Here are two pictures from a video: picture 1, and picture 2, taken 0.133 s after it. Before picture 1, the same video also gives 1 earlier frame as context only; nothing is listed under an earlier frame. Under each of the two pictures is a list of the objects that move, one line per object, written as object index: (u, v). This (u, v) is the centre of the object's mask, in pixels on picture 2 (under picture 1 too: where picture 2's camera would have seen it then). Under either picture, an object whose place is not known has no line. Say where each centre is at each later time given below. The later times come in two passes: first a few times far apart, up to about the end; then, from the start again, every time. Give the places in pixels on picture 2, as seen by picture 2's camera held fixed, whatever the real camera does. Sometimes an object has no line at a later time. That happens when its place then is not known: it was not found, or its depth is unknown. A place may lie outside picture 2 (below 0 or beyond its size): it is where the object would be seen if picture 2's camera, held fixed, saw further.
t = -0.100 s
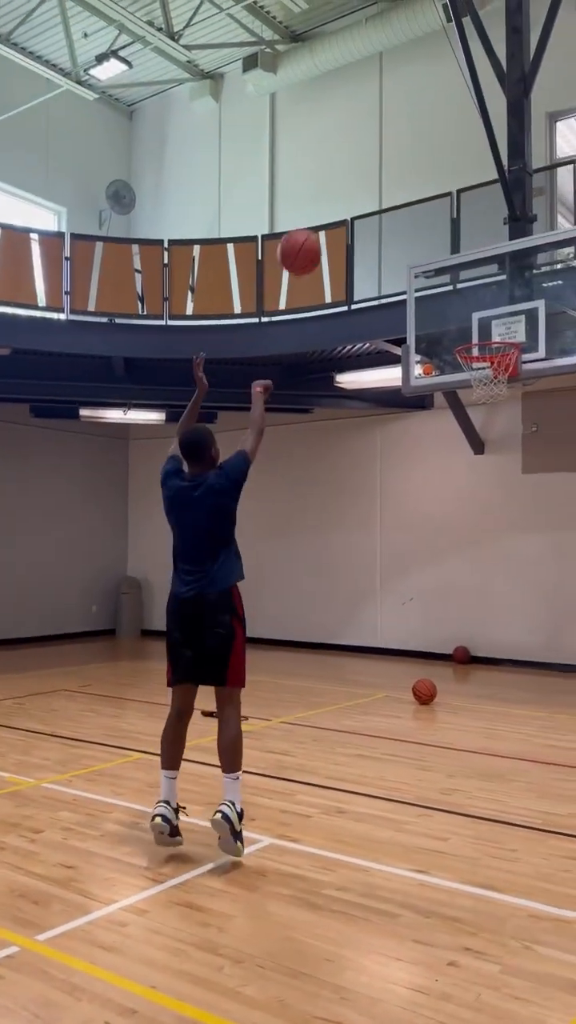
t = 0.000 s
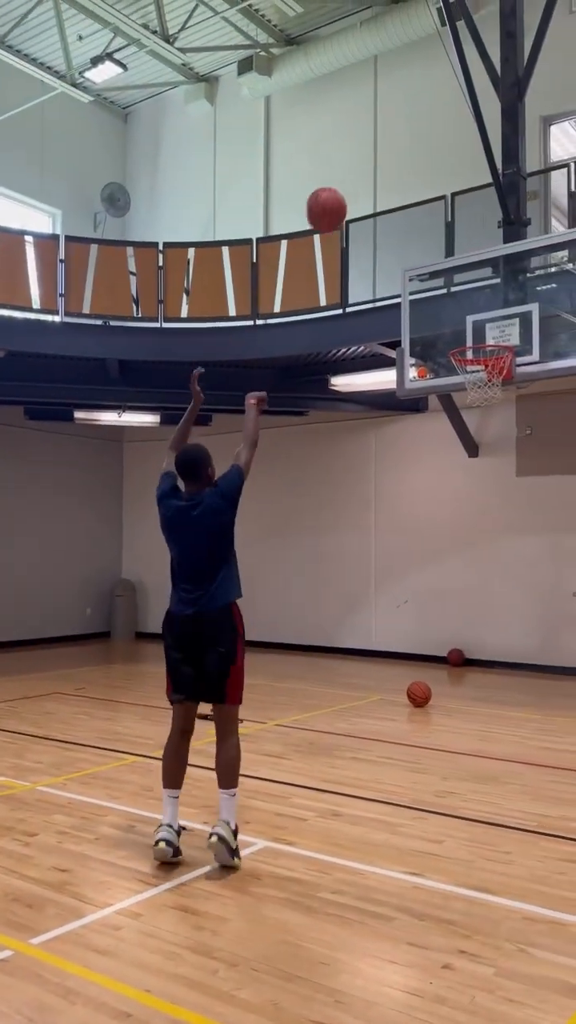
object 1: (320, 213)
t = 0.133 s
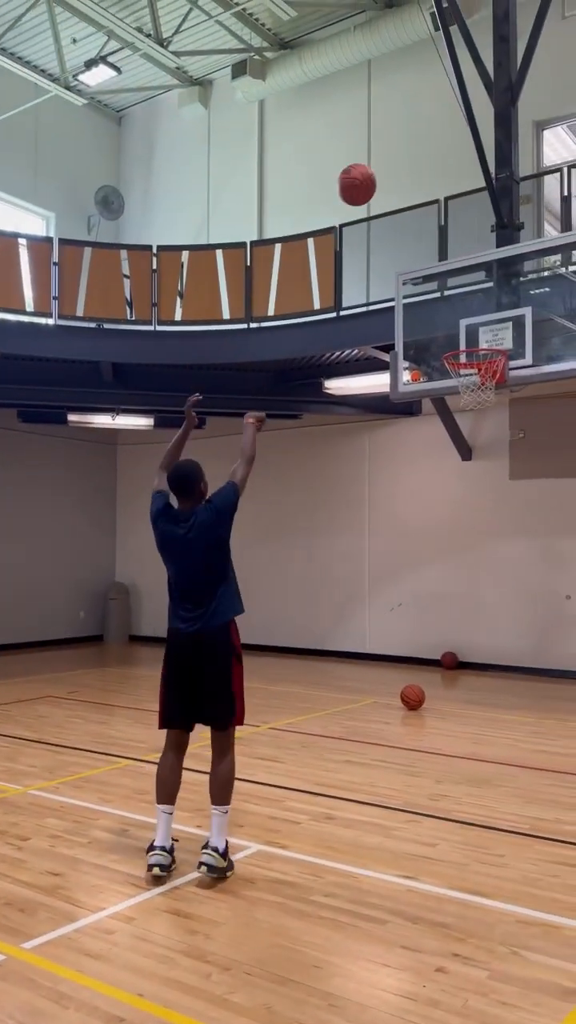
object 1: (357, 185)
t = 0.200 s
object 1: (373, 182)
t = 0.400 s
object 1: (415, 210)
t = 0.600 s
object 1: (452, 287)
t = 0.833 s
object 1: (483, 400)
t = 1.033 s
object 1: (496, 468)
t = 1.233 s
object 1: (508, 580)
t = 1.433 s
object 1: (521, 717)
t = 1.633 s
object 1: (517, 603)
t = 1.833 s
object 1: (513, 536)
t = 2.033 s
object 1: (510, 516)
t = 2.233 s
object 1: (507, 546)
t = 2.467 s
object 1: (506, 649)
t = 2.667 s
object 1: (501, 711)
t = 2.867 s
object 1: (498, 624)
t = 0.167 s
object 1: (365, 182)
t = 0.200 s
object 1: (373, 182)
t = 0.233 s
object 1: (381, 183)
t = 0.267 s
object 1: (388, 186)
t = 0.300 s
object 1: (396, 190)
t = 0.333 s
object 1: (402, 195)
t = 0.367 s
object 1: (409, 202)
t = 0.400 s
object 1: (415, 210)
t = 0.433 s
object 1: (422, 220)
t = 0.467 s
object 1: (429, 231)
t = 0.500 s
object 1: (435, 243)
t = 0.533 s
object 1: (441, 256)
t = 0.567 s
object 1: (446, 271)
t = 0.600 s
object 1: (452, 287)
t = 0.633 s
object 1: (457, 303)
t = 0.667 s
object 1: (462, 319)
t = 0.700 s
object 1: (467, 337)
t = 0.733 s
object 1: (473, 358)
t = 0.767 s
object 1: (475, 375)
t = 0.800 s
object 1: (480, 396)
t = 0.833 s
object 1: (483, 400)
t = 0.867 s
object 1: (485, 408)
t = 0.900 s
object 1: (487, 417)
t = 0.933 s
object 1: (490, 428)
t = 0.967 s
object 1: (492, 440)
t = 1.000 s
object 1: (494, 452)
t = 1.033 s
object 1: (496, 468)
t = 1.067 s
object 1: (498, 484)
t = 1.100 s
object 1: (500, 500)
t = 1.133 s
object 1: (502, 518)
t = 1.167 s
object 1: (504, 537)
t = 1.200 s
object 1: (506, 558)
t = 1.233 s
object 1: (508, 580)
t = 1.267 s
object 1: (511, 603)
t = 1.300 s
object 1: (513, 627)
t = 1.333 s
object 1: (515, 652)
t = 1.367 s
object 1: (518, 679)
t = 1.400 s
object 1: (521, 707)
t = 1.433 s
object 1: (521, 717)
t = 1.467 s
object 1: (521, 696)
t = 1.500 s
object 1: (520, 674)
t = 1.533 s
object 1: (519, 655)
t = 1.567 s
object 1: (518, 636)
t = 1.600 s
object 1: (517, 619)
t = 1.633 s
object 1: (517, 603)
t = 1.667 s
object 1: (516, 589)
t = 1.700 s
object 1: (515, 576)
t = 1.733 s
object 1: (514, 563)
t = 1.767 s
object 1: (514, 553)
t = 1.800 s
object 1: (514, 544)
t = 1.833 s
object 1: (513, 536)
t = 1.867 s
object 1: (512, 529)
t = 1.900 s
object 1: (512, 524)
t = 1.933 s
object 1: (511, 520)
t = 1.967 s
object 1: (511, 517)
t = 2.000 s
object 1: (510, 516)
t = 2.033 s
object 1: (510, 516)
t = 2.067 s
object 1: (510, 517)
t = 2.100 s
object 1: (509, 520)
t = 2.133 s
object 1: (509, 524)
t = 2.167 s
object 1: (508, 530)
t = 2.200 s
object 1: (508, 537)
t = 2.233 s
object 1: (507, 546)
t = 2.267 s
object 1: (507, 556)
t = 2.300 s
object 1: (506, 567)
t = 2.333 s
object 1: (506, 580)
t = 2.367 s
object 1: (505, 595)
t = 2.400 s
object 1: (505, 612)
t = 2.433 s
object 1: (505, 630)
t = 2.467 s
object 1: (506, 649)
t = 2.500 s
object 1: (504, 671)
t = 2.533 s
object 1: (503, 696)
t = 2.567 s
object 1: (503, 720)
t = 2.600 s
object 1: (503, 749)
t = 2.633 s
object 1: (502, 731)
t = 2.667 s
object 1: (501, 711)
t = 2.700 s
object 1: (501, 694)
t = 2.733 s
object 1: (500, 677)
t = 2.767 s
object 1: (500, 660)
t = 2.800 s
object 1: (499, 646)
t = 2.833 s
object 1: (498, 634)
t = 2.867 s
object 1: (498, 624)
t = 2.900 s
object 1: (497, 615)
